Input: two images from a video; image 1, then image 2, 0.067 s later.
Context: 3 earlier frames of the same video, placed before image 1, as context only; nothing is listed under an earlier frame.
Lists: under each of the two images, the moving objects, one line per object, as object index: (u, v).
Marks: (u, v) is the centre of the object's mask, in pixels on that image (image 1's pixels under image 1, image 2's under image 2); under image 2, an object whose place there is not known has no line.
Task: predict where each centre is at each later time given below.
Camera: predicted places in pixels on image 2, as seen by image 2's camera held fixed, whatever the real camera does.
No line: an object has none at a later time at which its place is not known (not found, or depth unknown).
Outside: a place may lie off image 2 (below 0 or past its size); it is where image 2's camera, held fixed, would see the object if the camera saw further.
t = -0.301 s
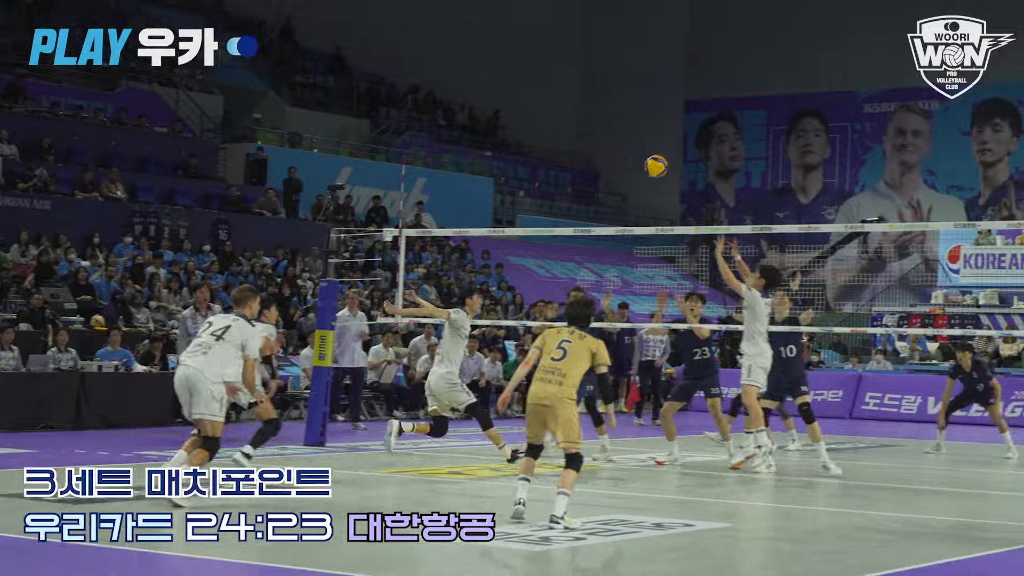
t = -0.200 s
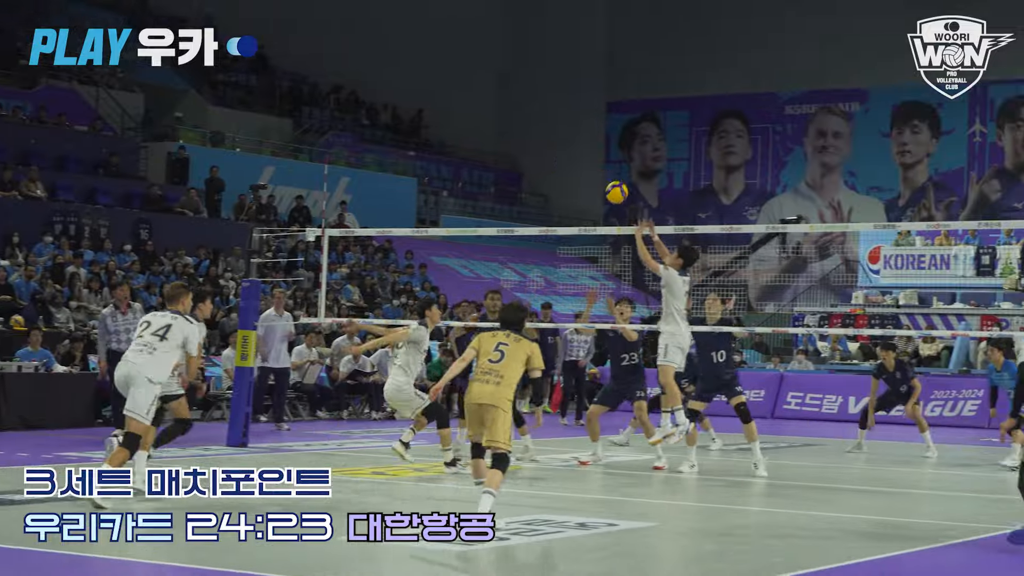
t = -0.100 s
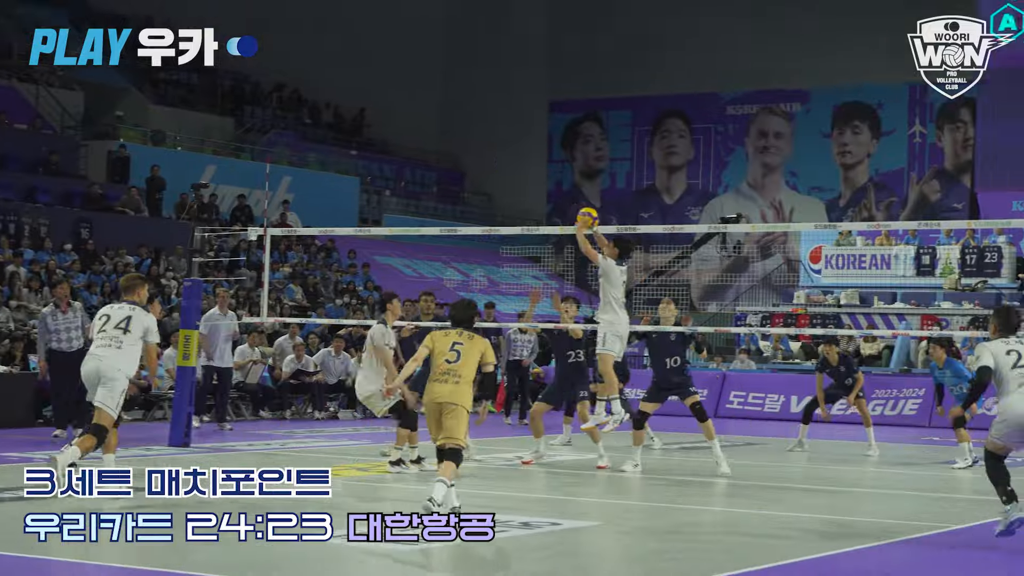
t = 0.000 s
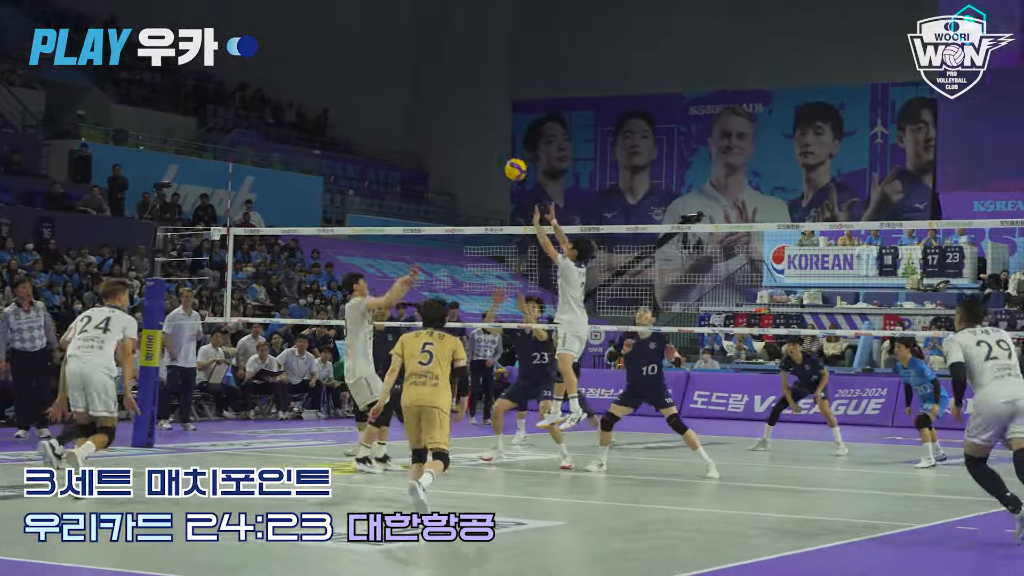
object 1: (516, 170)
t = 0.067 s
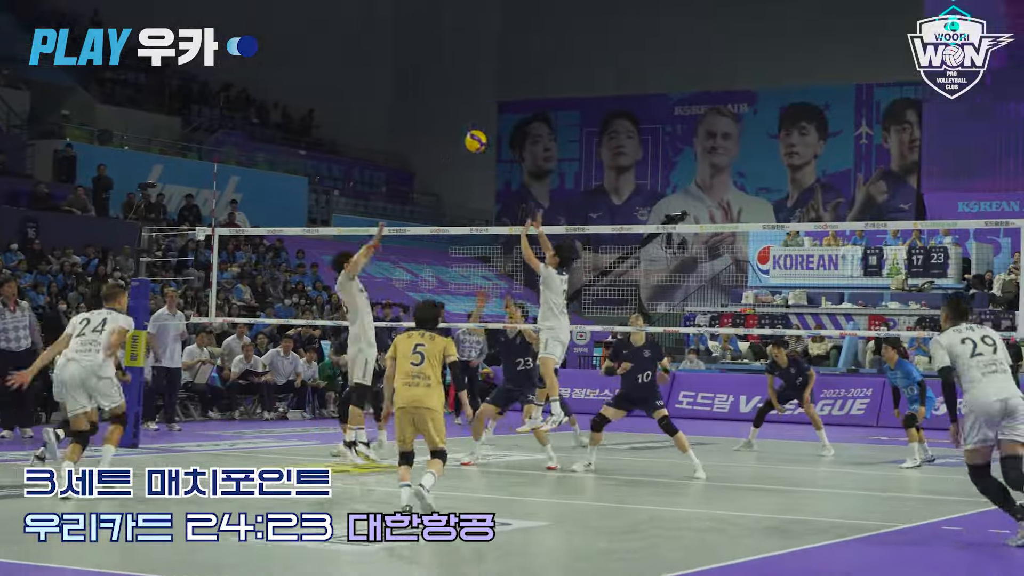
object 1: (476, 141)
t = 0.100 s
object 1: (462, 129)
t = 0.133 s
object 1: (448, 118)
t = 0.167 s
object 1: (436, 108)
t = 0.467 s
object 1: (332, 75)
